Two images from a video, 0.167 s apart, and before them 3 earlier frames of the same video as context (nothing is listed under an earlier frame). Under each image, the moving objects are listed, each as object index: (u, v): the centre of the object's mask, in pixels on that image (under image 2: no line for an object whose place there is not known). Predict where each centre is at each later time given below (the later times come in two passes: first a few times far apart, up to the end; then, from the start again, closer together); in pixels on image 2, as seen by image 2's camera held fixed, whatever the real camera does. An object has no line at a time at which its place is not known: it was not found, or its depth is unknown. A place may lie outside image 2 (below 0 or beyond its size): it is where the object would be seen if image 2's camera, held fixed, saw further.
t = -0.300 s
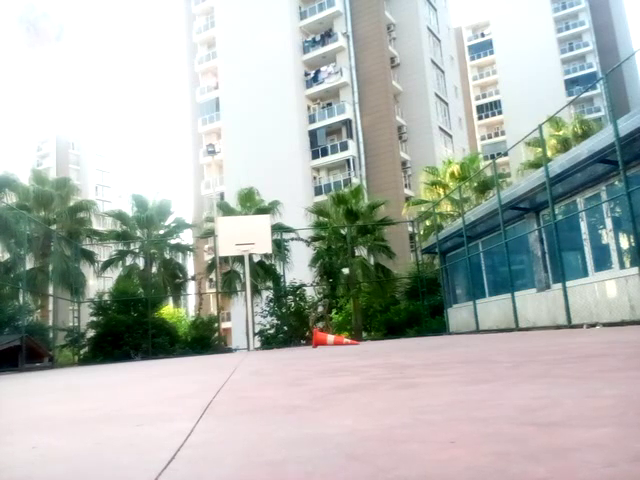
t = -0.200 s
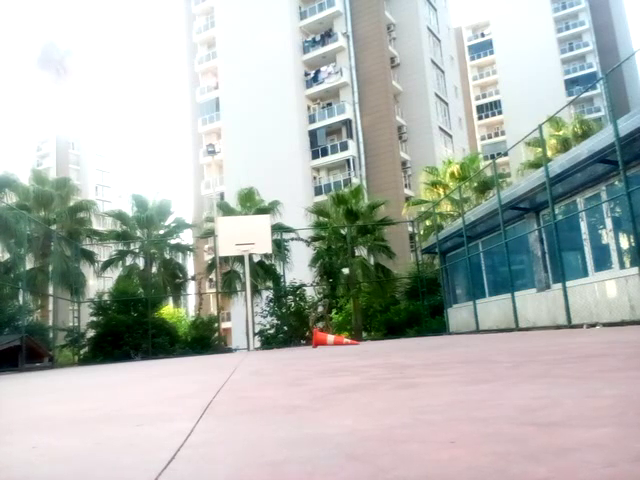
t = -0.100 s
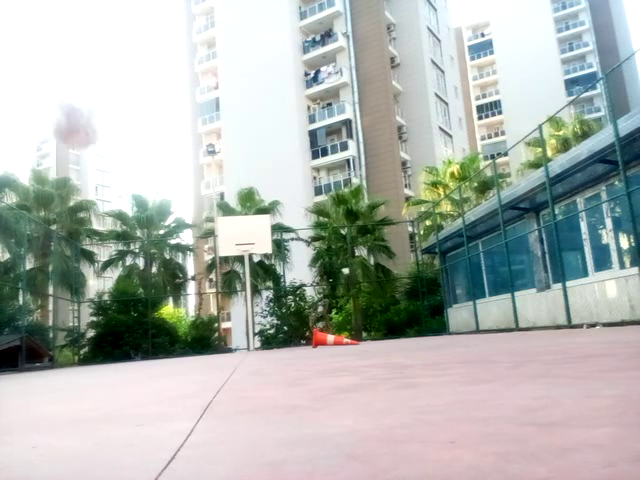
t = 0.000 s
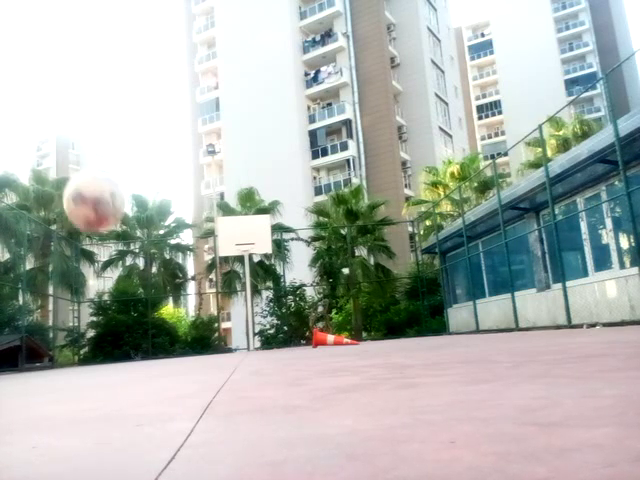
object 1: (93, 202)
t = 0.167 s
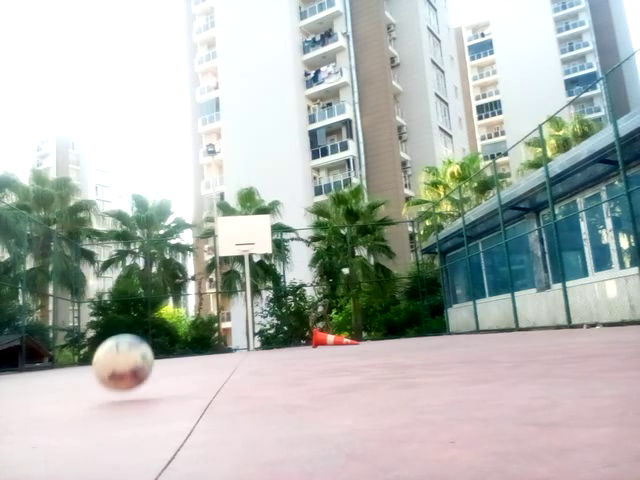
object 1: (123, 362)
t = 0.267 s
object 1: (128, 293)
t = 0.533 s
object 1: (142, 223)
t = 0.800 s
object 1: (162, 339)
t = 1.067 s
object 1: (176, 297)
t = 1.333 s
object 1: (193, 356)
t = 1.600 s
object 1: (204, 329)
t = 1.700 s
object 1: (210, 351)
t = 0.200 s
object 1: (125, 337)
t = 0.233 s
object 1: (126, 314)
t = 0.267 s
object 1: (128, 293)
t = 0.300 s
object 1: (130, 276)
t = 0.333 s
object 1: (132, 260)
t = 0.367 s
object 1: (133, 248)
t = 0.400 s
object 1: (135, 237)
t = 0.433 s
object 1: (136, 230)
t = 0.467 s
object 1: (138, 225)
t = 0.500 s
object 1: (140, 222)
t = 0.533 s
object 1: (142, 223)
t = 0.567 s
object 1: (144, 225)
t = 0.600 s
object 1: (145, 230)
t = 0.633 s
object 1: (148, 237)
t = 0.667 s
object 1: (150, 248)
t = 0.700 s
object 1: (154, 276)
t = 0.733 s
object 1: (156, 294)
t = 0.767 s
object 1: (158, 316)
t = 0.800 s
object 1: (162, 339)
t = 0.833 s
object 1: (164, 367)
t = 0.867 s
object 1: (166, 356)
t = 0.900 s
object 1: (167, 340)
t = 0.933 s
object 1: (169, 326)
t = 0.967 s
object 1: (171, 315)
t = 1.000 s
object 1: (172, 307)
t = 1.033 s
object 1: (174, 301)
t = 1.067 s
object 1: (176, 297)
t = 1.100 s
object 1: (178, 296)
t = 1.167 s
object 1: (182, 301)
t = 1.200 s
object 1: (184, 306)
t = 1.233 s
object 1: (186, 315)
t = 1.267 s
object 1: (188, 326)
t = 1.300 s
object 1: (191, 339)
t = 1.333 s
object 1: (193, 356)
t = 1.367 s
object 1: (195, 362)
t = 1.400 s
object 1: (197, 350)
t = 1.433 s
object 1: (198, 341)
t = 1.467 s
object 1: (199, 334)
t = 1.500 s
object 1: (200, 330)
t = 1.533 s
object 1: (201, 327)
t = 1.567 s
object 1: (203, 327)
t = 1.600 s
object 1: (204, 329)
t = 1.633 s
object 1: (206, 334)
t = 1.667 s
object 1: (208, 341)
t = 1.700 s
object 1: (210, 351)
